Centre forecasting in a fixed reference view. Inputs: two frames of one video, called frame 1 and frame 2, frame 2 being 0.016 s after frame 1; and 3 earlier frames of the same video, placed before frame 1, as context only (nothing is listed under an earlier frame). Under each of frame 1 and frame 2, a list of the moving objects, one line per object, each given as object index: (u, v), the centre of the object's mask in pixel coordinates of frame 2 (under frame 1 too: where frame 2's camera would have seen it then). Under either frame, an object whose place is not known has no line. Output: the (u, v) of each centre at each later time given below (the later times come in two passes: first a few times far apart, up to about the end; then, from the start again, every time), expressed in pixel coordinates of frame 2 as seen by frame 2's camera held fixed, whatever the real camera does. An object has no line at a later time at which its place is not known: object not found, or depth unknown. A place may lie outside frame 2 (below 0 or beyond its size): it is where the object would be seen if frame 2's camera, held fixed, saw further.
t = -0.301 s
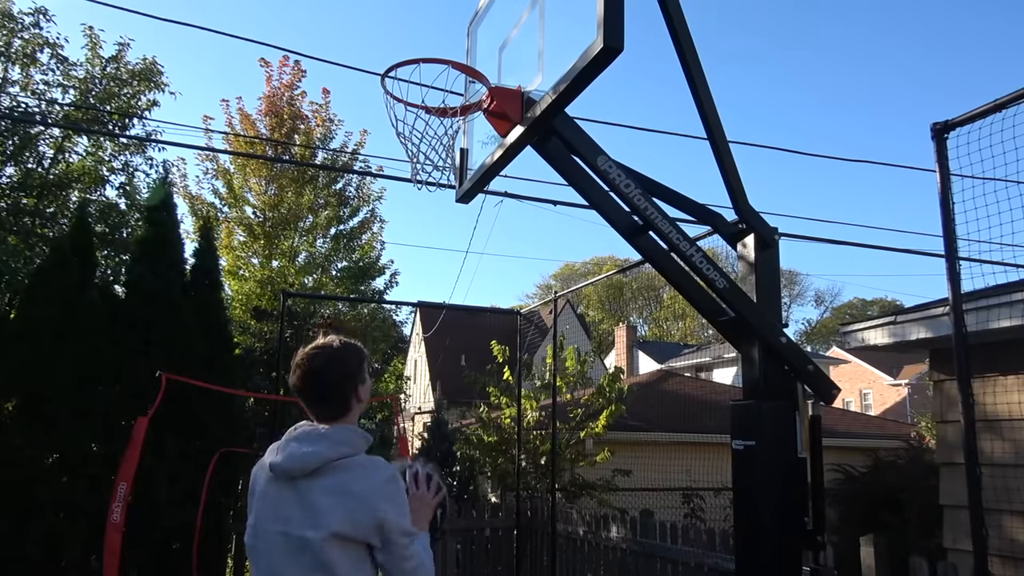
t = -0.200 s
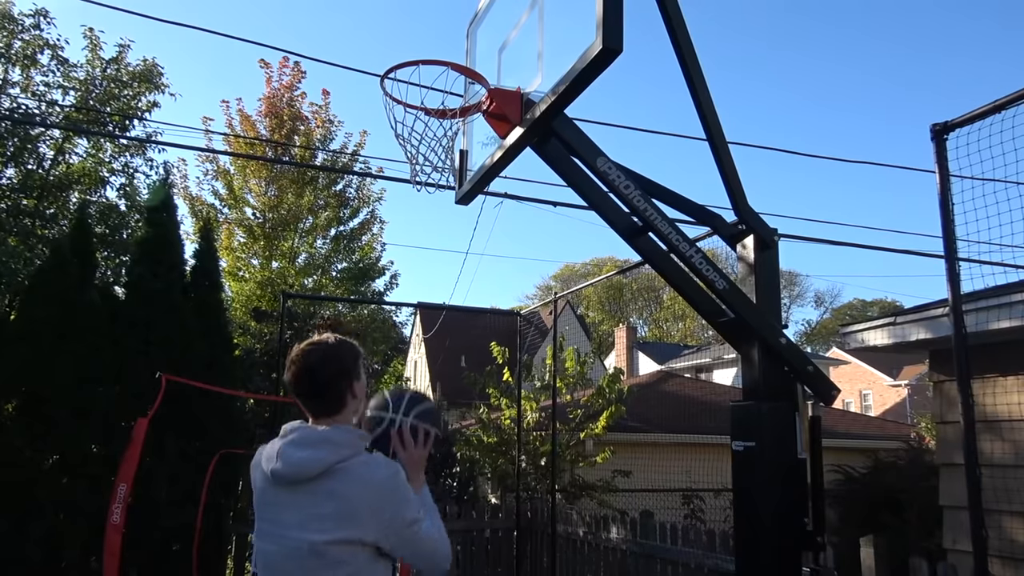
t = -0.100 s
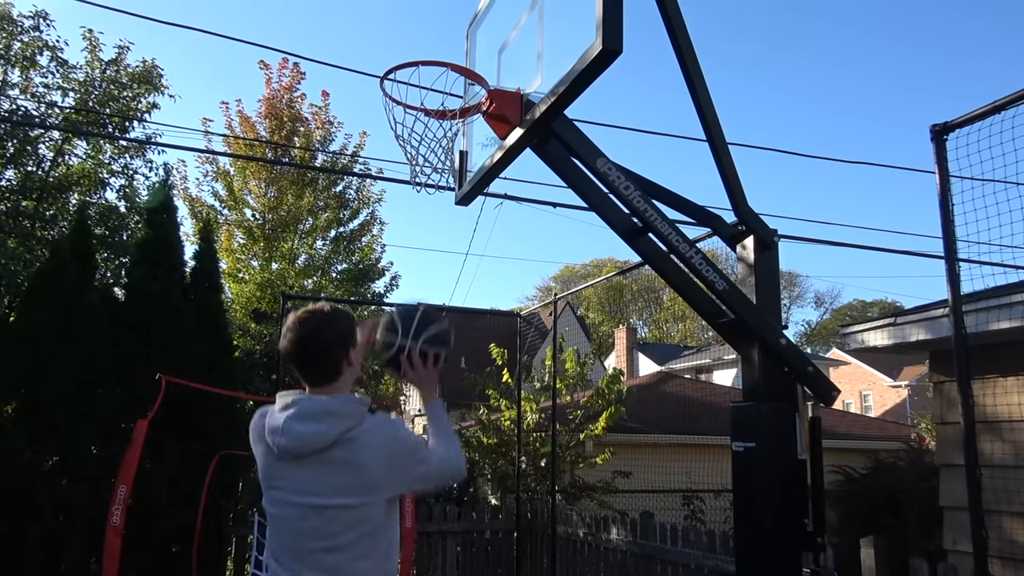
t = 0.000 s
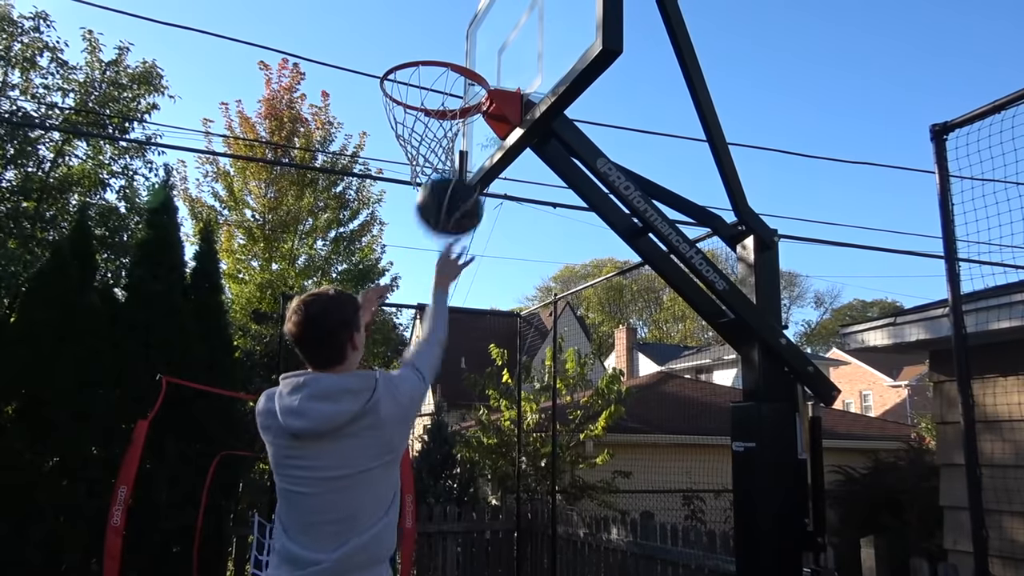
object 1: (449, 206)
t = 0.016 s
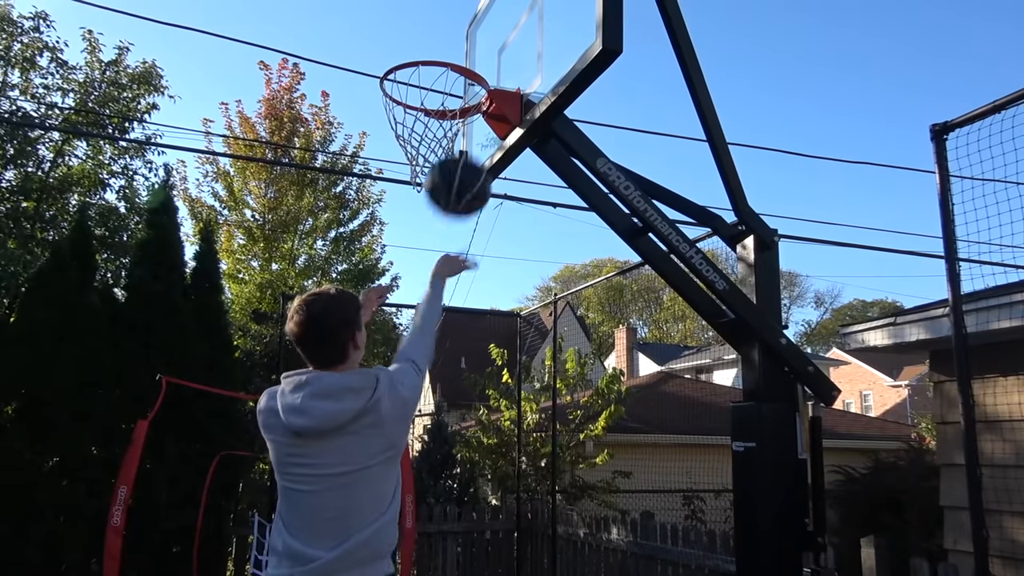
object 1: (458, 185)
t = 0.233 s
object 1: (506, 56)
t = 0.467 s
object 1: (475, 77)
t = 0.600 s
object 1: (452, 152)
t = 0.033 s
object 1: (466, 168)
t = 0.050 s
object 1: (472, 150)
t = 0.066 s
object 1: (479, 134)
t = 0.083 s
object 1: (486, 120)
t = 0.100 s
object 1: (494, 108)
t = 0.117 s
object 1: (500, 97)
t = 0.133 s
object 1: (507, 87)
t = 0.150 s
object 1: (511, 77)
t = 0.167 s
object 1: (508, 72)
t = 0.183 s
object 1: (512, 66)
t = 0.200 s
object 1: (510, 62)
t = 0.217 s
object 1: (508, 59)
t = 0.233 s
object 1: (506, 56)
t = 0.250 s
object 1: (504, 53)
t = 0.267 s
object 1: (502, 51)
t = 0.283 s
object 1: (500, 50)
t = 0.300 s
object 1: (498, 50)
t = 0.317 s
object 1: (496, 49)
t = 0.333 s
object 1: (494, 50)
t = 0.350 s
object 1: (492, 51)
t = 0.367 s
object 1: (490, 52)
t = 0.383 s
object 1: (487, 55)
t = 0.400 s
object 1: (485, 58)
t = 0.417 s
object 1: (482, 62)
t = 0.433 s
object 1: (480, 66)
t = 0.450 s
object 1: (477, 71)
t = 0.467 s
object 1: (475, 77)
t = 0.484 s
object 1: (472, 83)
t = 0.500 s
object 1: (469, 91)
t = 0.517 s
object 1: (466, 99)
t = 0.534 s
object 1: (464, 107)
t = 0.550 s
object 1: (461, 117)
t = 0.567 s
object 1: (458, 128)
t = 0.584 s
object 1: (455, 139)
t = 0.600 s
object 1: (452, 152)
